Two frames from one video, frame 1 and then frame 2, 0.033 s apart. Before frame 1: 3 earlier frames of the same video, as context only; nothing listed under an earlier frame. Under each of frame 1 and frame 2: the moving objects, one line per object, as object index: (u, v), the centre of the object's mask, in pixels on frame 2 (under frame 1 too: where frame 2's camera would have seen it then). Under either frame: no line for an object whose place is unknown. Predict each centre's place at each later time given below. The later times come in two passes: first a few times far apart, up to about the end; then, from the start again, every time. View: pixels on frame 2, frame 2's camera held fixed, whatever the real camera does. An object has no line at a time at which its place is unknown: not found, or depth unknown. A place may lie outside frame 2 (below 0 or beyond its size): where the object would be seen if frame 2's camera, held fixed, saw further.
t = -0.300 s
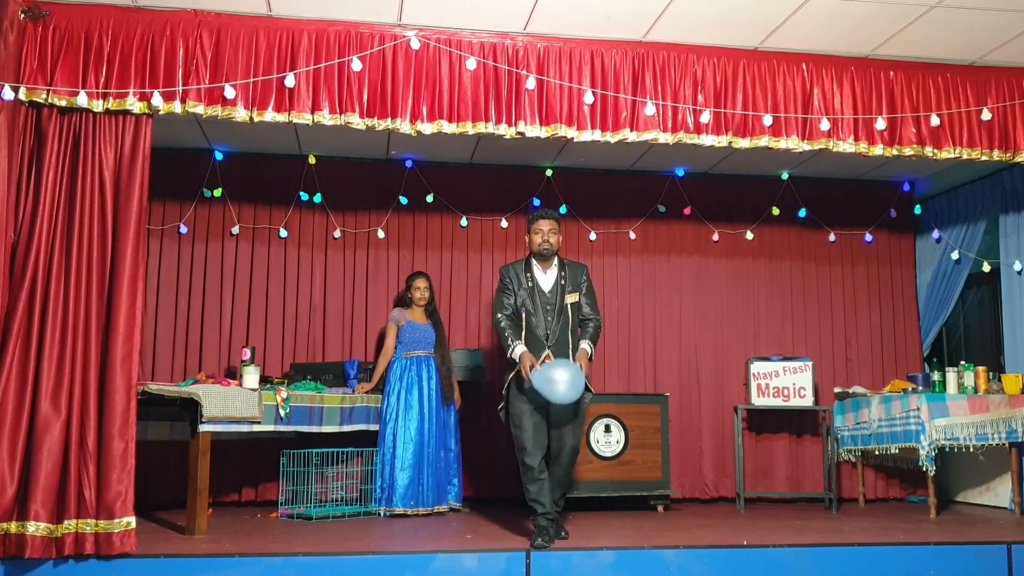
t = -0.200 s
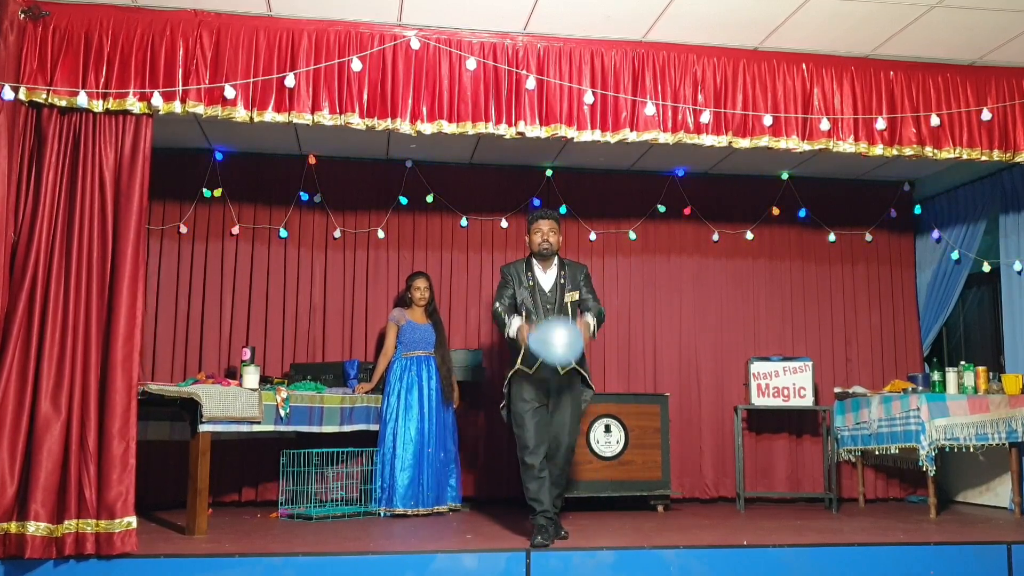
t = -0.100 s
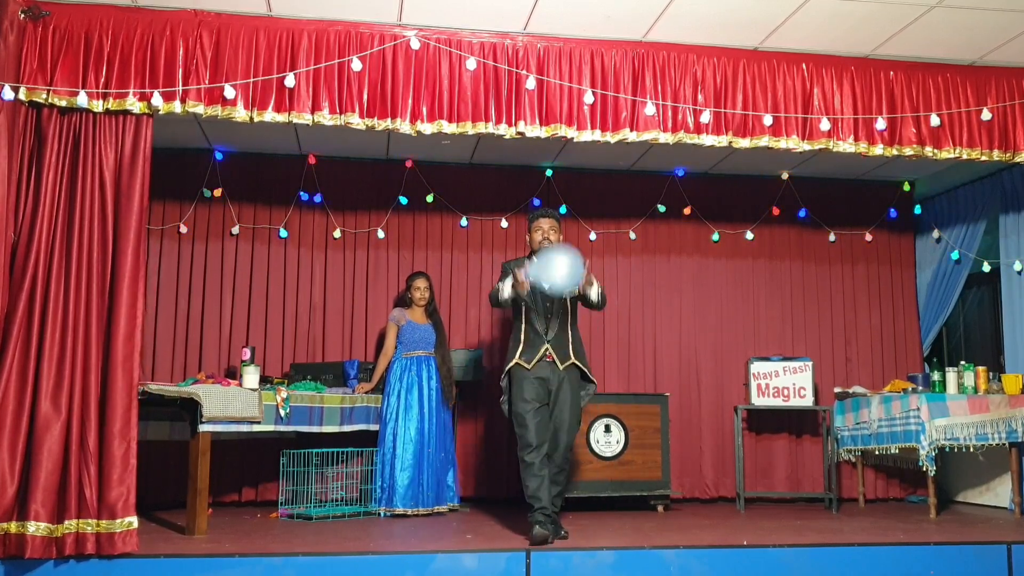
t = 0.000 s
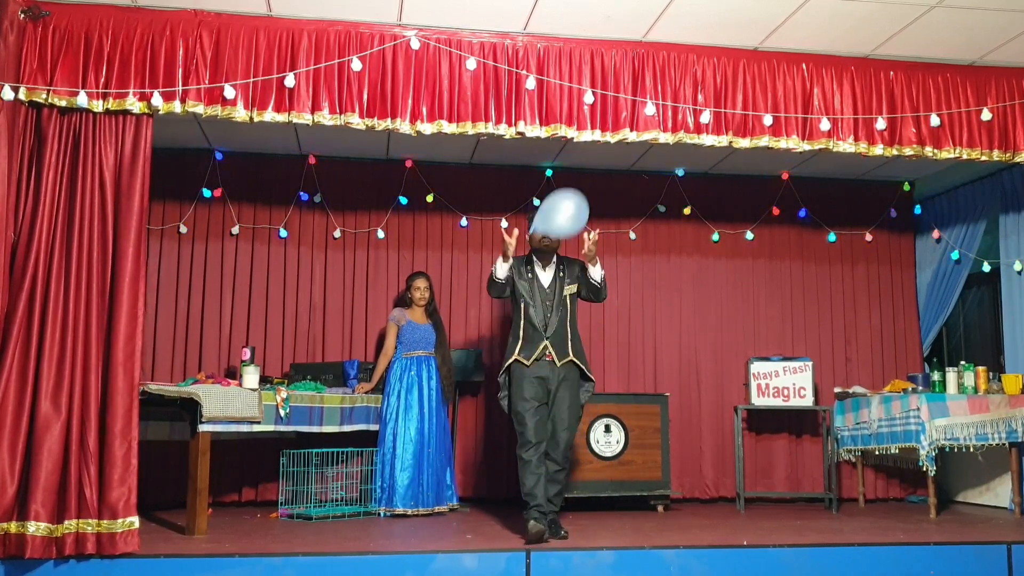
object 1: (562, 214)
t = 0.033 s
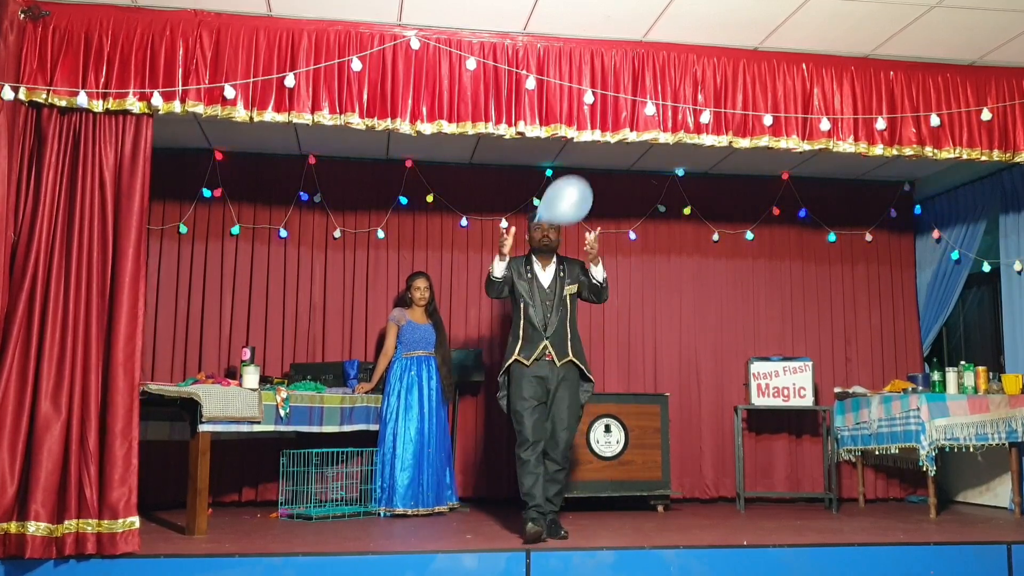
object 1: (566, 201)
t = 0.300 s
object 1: (605, 161)
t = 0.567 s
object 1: (627, 164)
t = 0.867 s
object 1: (641, 191)
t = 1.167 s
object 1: (652, 239)
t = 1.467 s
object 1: (664, 303)
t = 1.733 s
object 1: (675, 361)
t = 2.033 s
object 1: (719, 414)
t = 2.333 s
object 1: (761, 434)
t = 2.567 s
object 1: (782, 442)
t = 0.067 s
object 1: (570, 191)
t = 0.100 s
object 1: (575, 182)
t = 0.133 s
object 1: (581, 175)
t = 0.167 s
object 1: (587, 170)
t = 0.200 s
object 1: (592, 166)
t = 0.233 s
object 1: (597, 164)
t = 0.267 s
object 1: (601, 162)
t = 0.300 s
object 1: (605, 161)
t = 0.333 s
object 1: (608, 160)
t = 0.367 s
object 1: (612, 160)
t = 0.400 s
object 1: (614, 160)
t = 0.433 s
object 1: (617, 160)
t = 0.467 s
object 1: (620, 161)
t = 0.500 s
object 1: (622, 162)
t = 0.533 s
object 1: (625, 163)
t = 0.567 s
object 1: (627, 164)
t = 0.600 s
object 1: (629, 166)
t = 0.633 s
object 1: (631, 168)
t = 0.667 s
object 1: (633, 171)
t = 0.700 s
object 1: (634, 173)
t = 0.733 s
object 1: (636, 176)
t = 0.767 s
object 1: (637, 179)
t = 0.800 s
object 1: (638, 183)
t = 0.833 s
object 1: (639, 186)
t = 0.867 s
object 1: (641, 191)
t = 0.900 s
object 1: (642, 195)
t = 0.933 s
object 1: (643, 200)
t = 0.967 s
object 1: (644, 205)
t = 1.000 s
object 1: (645, 210)
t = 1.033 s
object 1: (647, 215)
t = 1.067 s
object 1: (648, 221)
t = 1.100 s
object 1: (649, 227)
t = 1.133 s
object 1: (651, 233)
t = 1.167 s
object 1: (652, 239)
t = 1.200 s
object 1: (654, 246)
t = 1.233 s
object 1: (655, 252)
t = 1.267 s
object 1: (657, 259)
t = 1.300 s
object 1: (658, 266)
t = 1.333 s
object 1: (659, 274)
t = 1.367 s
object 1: (661, 281)
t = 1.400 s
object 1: (662, 288)
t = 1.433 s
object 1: (663, 295)
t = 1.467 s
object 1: (664, 303)
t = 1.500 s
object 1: (665, 310)
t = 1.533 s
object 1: (666, 317)
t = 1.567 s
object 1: (667, 324)
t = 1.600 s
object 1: (668, 332)
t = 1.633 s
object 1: (669, 339)
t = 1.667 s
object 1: (671, 347)
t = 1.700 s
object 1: (673, 354)
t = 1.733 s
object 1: (675, 361)
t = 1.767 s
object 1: (678, 369)
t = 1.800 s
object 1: (681, 376)
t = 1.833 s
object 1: (685, 383)
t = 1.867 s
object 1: (690, 389)
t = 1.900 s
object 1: (695, 395)
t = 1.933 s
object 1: (700, 401)
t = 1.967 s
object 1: (706, 406)
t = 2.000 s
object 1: (712, 410)
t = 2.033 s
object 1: (719, 414)
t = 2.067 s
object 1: (725, 417)
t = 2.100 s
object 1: (731, 420)
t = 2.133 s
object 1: (736, 423)
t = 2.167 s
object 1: (741, 425)
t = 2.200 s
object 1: (746, 427)
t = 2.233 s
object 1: (750, 429)
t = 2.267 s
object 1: (754, 431)
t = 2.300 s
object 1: (757, 433)
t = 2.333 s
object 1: (761, 434)
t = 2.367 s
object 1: (763, 436)
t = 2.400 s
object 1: (766, 437)
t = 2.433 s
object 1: (769, 439)
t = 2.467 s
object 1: (772, 440)
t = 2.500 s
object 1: (775, 441)
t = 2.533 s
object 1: (778, 441)
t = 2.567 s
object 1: (782, 442)
